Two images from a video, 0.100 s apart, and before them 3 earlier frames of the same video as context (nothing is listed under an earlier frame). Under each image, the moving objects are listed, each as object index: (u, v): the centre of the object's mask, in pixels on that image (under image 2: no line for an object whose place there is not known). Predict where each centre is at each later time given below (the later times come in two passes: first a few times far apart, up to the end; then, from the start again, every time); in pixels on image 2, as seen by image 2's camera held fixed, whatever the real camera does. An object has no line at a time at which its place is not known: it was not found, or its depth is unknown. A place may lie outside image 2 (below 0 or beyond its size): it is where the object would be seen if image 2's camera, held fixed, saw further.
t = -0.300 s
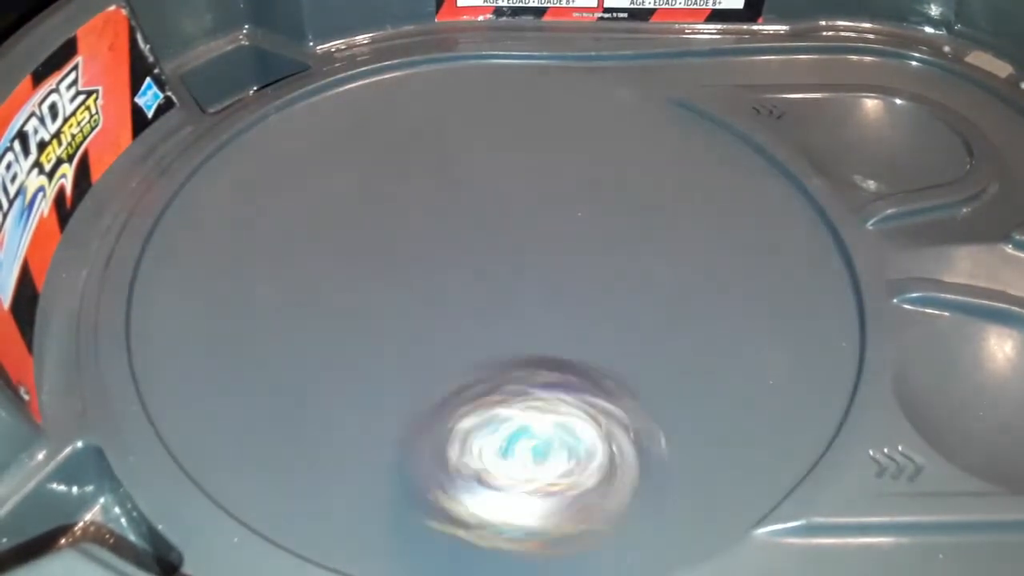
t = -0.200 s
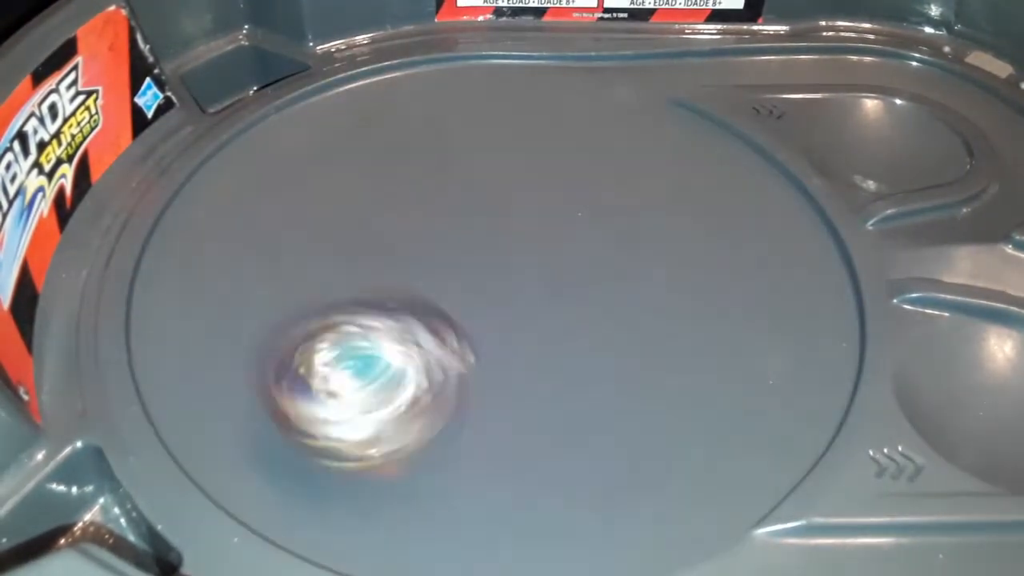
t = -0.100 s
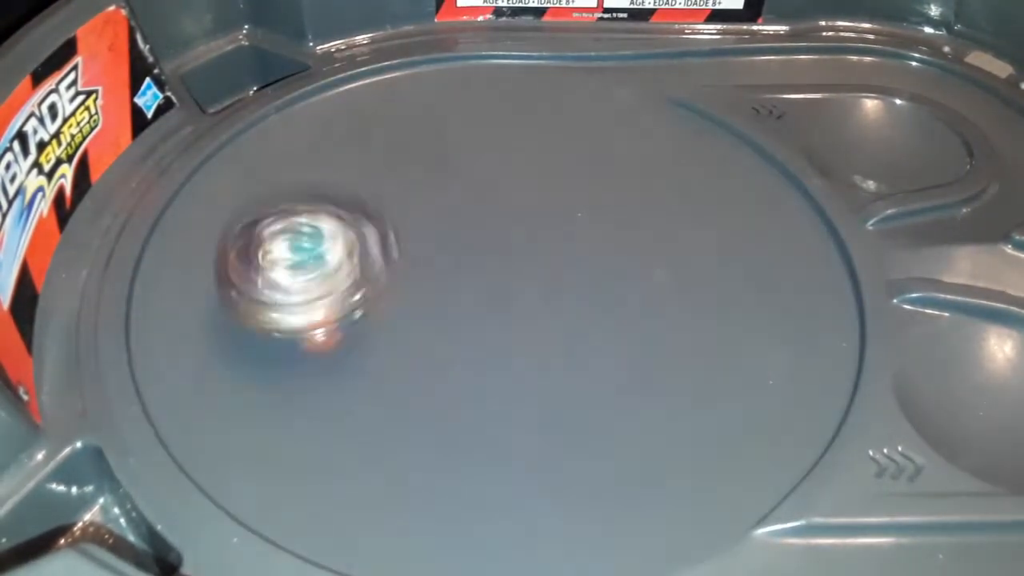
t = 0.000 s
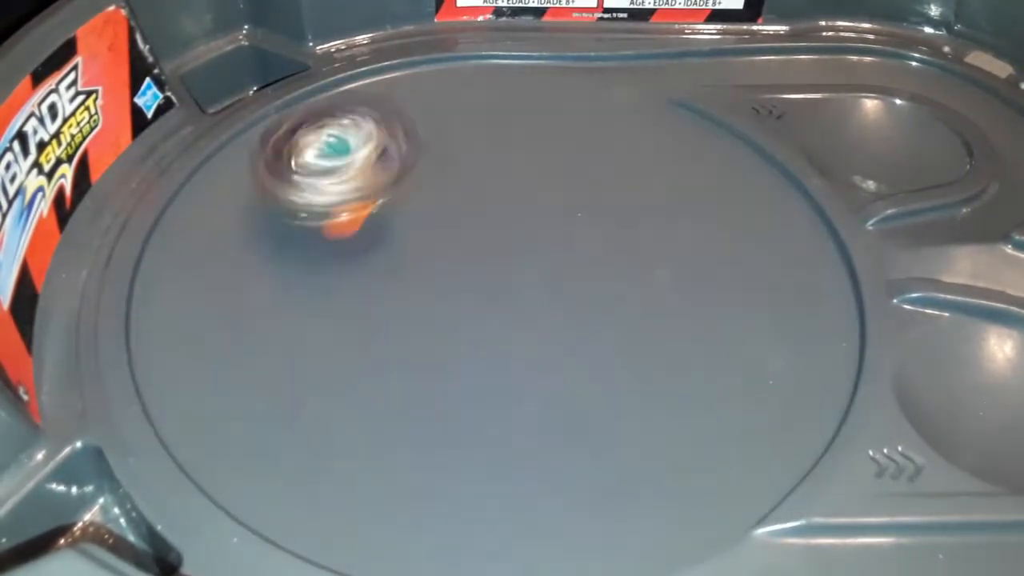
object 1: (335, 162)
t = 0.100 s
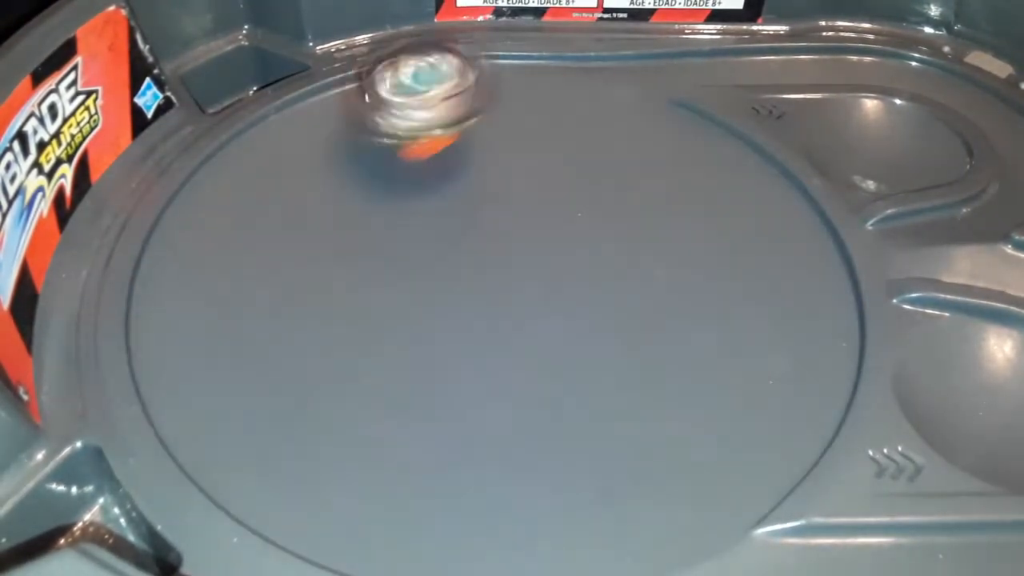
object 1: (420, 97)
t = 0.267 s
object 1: (617, 70)
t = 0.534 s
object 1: (748, 293)
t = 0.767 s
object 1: (405, 415)
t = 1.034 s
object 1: (224, 198)
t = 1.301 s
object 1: (543, 110)
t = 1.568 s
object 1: (813, 260)
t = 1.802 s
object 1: (612, 445)
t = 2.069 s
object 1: (297, 256)
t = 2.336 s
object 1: (434, 74)
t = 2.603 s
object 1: (697, 156)
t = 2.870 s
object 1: (623, 405)
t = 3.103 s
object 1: (296, 386)
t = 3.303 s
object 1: (300, 208)
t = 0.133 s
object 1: (455, 80)
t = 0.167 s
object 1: (493, 70)
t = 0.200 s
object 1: (533, 64)
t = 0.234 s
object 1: (574, 65)
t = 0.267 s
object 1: (617, 70)
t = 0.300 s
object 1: (652, 79)
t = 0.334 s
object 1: (690, 97)
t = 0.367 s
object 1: (721, 117)
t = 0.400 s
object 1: (747, 146)
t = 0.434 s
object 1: (762, 176)
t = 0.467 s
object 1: (768, 217)
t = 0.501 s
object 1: (764, 254)
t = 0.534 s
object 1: (748, 293)
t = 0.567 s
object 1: (720, 329)
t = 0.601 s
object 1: (682, 358)
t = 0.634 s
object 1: (638, 384)
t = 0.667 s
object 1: (584, 405)
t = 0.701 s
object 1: (522, 416)
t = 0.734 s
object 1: (468, 421)
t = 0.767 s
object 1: (405, 415)
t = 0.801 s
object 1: (348, 404)
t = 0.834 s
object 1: (297, 381)
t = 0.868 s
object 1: (257, 352)
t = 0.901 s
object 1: (229, 327)
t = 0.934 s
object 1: (207, 293)
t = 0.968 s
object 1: (203, 261)
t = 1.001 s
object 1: (208, 226)
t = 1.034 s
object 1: (224, 198)
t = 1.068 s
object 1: (249, 170)
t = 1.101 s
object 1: (282, 149)
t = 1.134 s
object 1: (322, 132)
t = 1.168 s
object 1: (364, 119)
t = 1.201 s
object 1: (411, 112)
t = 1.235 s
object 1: (455, 108)
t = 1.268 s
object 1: (499, 108)
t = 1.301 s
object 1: (543, 110)
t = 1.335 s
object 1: (587, 118)
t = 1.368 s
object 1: (629, 128)
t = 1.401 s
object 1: (670, 140)
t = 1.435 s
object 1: (707, 155)
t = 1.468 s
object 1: (738, 180)
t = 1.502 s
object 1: (772, 201)
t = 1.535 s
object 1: (797, 230)
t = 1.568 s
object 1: (813, 260)
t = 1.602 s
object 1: (822, 295)
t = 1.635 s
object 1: (816, 330)
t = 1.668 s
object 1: (800, 366)
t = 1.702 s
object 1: (771, 398)
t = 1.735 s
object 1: (724, 425)
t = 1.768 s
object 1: (675, 443)
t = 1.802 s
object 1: (612, 445)
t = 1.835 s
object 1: (547, 442)
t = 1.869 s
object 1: (487, 429)
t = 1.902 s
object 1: (439, 409)
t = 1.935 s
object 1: (388, 380)
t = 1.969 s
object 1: (352, 352)
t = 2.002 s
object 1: (325, 317)
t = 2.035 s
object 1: (306, 287)
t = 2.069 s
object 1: (297, 256)
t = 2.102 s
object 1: (296, 224)
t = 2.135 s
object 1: (300, 195)
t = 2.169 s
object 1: (313, 169)
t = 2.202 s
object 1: (331, 145)
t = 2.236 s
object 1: (350, 123)
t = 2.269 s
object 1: (374, 103)
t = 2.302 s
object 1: (404, 84)
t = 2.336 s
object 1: (434, 74)
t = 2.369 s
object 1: (468, 68)
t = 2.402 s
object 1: (506, 65)
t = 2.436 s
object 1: (544, 68)
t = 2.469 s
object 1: (582, 76)
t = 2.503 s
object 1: (615, 87)
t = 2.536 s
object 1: (648, 106)
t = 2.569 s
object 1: (676, 130)
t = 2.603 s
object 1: (697, 156)
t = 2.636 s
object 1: (712, 189)
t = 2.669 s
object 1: (723, 219)
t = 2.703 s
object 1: (724, 255)
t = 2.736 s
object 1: (718, 287)
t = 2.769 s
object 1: (708, 320)
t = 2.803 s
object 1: (687, 351)
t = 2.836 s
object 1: (658, 381)
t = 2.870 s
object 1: (623, 405)
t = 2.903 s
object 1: (578, 425)
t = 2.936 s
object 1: (532, 436)
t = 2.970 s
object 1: (479, 442)
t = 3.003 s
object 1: (424, 442)
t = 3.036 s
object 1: (373, 430)
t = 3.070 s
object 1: (332, 414)
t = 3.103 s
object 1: (296, 386)
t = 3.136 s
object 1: (270, 357)
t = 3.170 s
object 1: (256, 326)
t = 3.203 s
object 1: (253, 291)
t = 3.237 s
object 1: (260, 259)
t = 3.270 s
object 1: (278, 231)
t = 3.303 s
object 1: (300, 208)
